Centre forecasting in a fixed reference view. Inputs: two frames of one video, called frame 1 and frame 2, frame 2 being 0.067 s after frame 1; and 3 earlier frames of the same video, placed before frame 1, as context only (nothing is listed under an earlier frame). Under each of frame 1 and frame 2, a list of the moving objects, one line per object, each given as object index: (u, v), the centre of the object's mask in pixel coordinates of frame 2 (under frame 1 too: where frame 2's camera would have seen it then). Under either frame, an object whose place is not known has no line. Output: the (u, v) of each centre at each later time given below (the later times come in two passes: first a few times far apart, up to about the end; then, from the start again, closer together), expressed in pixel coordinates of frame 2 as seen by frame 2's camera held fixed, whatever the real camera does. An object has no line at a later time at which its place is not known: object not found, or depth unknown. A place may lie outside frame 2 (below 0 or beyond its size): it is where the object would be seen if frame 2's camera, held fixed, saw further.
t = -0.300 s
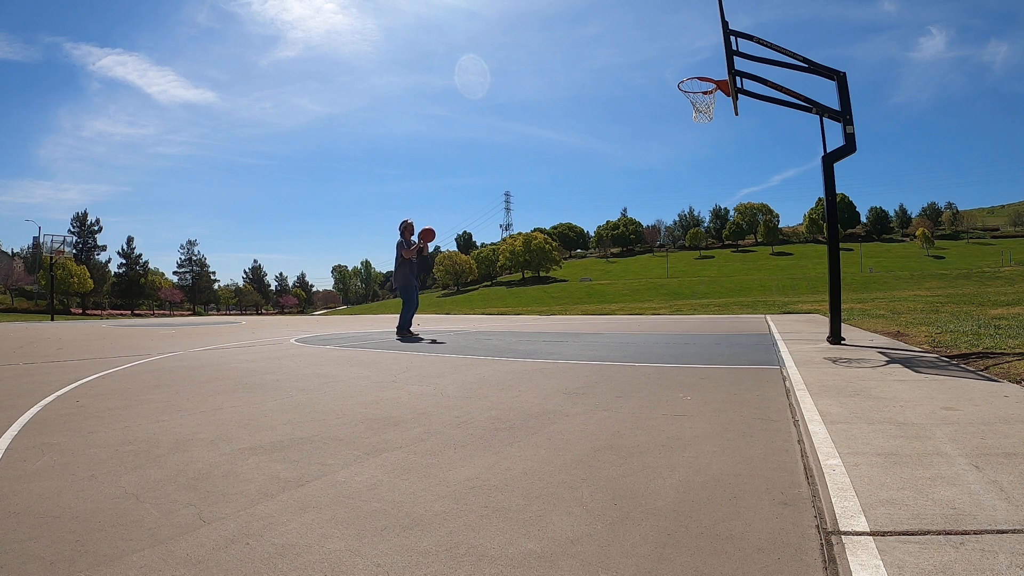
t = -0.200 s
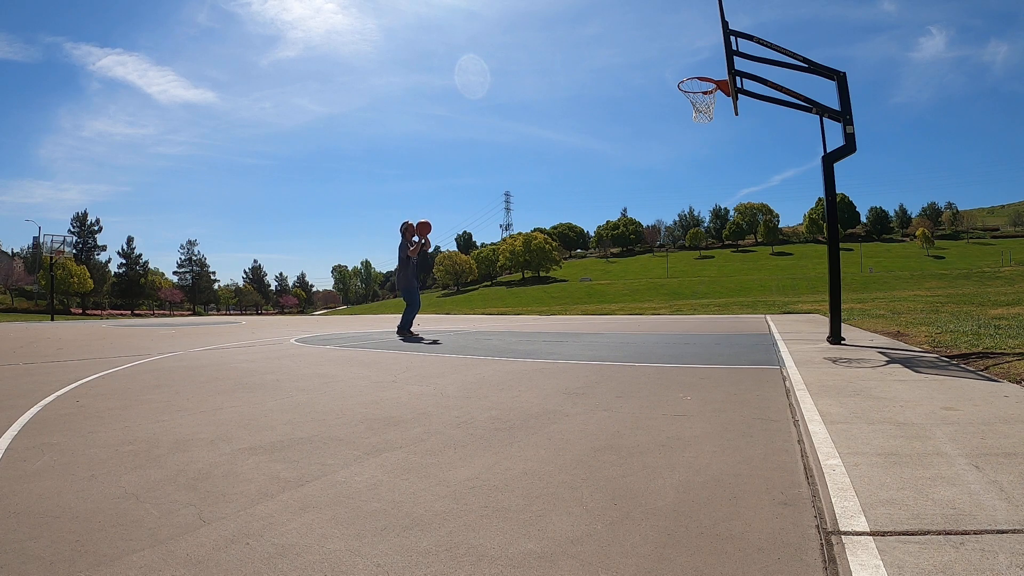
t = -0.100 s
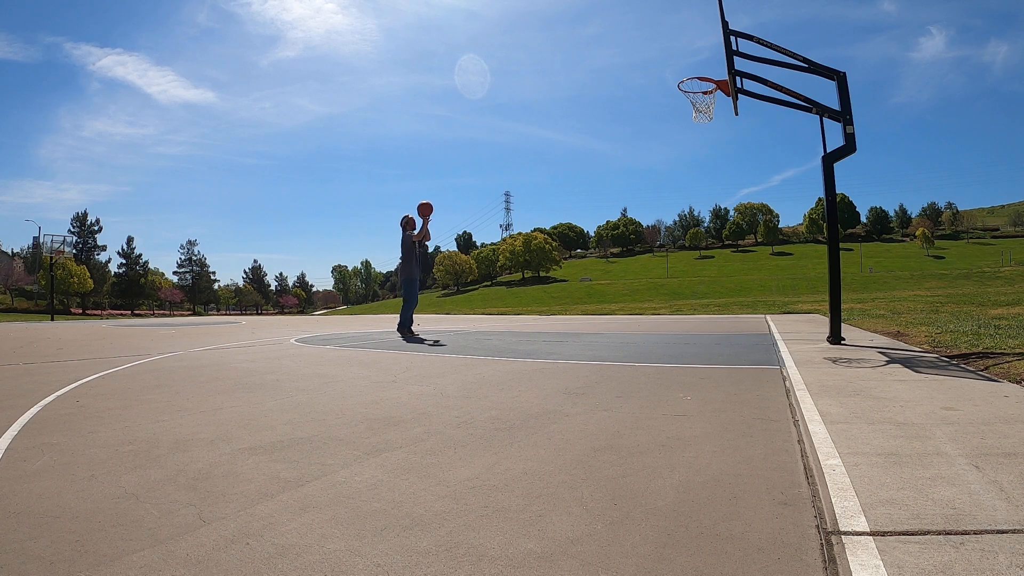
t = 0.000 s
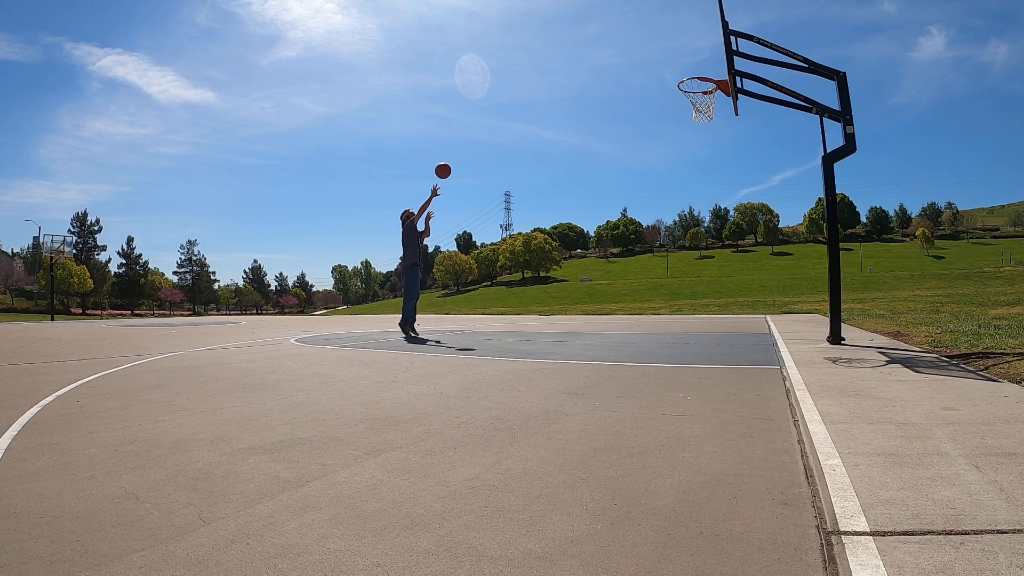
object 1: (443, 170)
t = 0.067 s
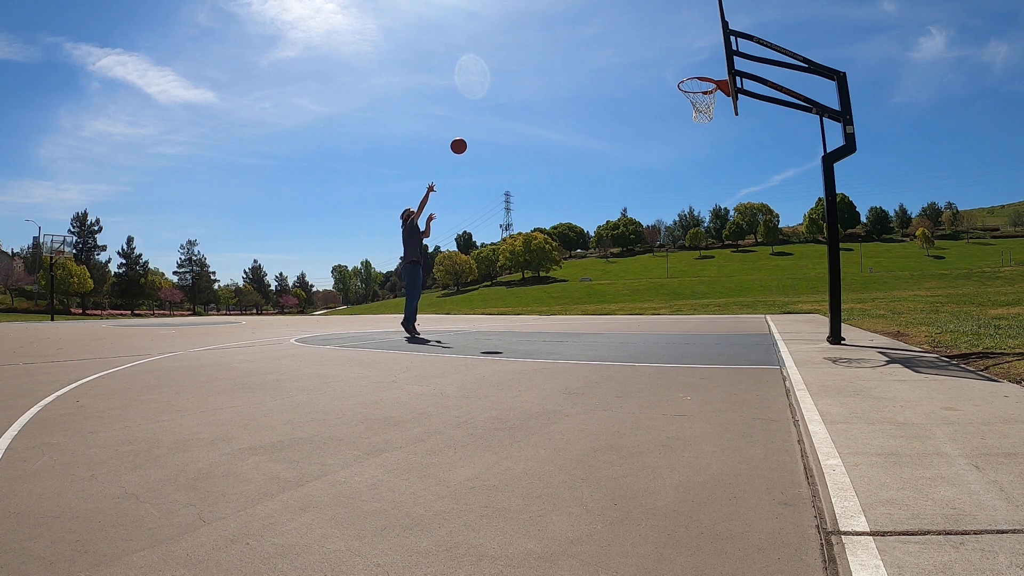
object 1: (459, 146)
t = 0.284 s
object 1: (512, 85)
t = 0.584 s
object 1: (593, 49)
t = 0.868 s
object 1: (681, 72)
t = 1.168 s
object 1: (728, 145)
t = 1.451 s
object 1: (753, 262)
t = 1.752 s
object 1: (752, 258)
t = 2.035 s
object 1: (734, 195)
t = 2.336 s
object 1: (722, 196)
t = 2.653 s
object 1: (713, 261)
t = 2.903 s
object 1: (707, 305)
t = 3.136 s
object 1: (700, 253)
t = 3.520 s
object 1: (693, 246)
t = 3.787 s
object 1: (691, 293)
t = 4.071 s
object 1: (687, 286)
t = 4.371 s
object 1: (683, 264)
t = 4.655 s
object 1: (681, 290)
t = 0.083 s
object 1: (463, 140)
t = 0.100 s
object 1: (466, 134)
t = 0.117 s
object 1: (471, 129)
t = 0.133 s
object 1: (475, 124)
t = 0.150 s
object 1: (479, 119)
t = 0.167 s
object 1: (483, 114)
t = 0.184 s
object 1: (487, 109)
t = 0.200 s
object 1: (491, 105)
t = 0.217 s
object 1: (495, 100)
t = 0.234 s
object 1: (499, 96)
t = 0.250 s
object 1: (503, 92)
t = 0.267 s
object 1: (508, 88)
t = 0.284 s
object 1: (512, 85)
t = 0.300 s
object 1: (516, 81)
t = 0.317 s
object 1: (520, 78)
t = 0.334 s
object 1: (525, 75)
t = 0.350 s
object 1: (529, 72)
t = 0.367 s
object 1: (533, 69)
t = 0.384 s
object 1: (538, 66)
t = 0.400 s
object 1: (542, 64)
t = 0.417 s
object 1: (546, 62)
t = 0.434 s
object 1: (551, 60)
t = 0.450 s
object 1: (555, 58)
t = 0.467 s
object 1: (560, 56)
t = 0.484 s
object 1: (565, 54)
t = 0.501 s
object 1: (569, 53)
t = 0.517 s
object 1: (574, 52)
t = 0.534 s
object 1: (578, 51)
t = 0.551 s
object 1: (583, 50)
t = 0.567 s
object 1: (588, 49)
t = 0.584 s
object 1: (593, 49)
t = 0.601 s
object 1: (598, 48)
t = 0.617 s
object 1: (602, 48)
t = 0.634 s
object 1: (607, 48)
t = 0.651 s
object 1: (612, 49)
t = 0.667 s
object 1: (617, 49)
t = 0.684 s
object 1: (622, 50)
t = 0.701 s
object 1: (627, 51)
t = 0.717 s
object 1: (633, 52)
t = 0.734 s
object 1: (638, 53)
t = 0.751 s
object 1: (643, 55)
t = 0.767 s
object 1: (648, 57)
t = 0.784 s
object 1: (654, 59)
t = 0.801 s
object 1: (659, 61)
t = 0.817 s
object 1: (664, 64)
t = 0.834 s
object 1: (670, 66)
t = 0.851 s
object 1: (676, 69)
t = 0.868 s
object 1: (681, 72)
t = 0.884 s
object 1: (687, 76)
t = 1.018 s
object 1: (716, 109)
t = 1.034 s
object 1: (717, 111)
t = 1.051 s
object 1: (719, 114)
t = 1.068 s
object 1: (720, 118)
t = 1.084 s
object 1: (722, 122)
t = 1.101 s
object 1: (723, 126)
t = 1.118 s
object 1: (724, 130)
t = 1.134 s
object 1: (726, 135)
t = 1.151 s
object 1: (727, 140)
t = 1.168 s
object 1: (728, 145)
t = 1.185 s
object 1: (730, 150)
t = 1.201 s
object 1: (731, 155)
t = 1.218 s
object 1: (733, 161)
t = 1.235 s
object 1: (734, 167)
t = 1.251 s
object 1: (736, 173)
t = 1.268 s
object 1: (737, 179)
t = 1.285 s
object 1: (739, 186)
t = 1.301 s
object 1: (740, 192)
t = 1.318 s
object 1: (742, 199)
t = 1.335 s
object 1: (743, 206)
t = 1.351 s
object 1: (745, 214)
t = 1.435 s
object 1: (752, 253)
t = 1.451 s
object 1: (753, 262)
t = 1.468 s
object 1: (754, 270)
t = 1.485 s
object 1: (756, 279)
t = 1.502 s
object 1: (757, 289)
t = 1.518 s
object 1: (758, 298)
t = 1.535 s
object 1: (760, 307)
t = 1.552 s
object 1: (761, 317)
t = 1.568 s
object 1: (762, 327)
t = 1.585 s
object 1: (762, 329)
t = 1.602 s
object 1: (761, 321)
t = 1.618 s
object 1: (760, 313)
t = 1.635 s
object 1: (759, 305)
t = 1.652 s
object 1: (758, 297)
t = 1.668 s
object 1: (757, 290)
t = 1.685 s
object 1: (756, 283)
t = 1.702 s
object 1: (755, 276)
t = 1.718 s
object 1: (754, 270)
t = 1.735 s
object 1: (753, 264)
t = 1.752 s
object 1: (752, 258)
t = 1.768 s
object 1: (751, 252)
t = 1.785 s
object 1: (750, 247)
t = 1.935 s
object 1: (740, 209)
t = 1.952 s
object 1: (739, 206)
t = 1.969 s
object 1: (738, 203)
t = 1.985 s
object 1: (737, 201)
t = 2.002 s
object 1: (736, 199)
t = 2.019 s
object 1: (735, 196)
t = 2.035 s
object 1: (734, 195)
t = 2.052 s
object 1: (734, 193)
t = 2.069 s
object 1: (733, 192)
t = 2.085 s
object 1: (732, 190)
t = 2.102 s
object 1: (731, 189)
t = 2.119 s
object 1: (730, 189)
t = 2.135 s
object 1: (730, 188)
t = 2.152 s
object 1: (729, 188)
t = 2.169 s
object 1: (728, 187)
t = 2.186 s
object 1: (727, 187)
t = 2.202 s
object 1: (727, 188)
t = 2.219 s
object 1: (726, 188)
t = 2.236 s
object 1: (725, 188)
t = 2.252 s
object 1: (725, 189)
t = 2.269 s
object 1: (724, 190)
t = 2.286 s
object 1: (723, 191)
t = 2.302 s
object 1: (723, 193)
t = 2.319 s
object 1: (722, 194)
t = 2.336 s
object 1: (722, 196)
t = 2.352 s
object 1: (721, 198)
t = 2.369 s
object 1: (721, 199)
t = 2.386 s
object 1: (720, 202)
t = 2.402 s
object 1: (720, 204)
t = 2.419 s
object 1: (719, 207)
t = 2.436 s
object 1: (719, 210)
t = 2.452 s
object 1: (718, 213)
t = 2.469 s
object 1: (717, 216)
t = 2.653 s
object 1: (713, 261)
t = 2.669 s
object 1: (713, 267)
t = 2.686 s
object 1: (713, 272)
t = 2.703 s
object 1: (712, 277)
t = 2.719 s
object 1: (712, 283)
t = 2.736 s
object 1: (711, 289)
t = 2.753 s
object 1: (711, 295)
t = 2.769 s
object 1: (710, 301)
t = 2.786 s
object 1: (710, 307)
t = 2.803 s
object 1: (709, 314)
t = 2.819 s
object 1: (709, 320)
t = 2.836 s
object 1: (709, 326)
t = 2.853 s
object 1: (708, 321)
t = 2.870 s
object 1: (708, 316)
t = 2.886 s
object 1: (707, 310)
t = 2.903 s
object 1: (707, 305)
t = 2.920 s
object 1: (706, 300)
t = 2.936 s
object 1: (706, 295)
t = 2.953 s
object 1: (705, 290)
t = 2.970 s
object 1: (705, 286)
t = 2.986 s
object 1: (704, 282)
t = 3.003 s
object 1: (704, 278)
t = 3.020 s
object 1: (704, 274)
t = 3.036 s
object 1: (703, 270)
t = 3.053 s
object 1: (703, 267)
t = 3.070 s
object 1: (702, 264)
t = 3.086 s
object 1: (702, 261)
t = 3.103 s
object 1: (701, 258)
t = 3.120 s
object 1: (701, 255)
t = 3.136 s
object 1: (700, 253)
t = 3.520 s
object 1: (693, 246)
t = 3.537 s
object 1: (693, 248)
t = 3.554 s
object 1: (693, 250)
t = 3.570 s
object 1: (693, 251)
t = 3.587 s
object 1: (693, 254)
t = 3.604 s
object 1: (693, 256)
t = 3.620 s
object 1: (693, 259)
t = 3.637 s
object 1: (692, 261)
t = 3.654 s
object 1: (692, 264)
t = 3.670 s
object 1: (692, 267)
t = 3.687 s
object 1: (692, 271)
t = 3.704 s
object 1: (692, 274)
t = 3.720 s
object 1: (692, 277)
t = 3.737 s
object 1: (692, 281)
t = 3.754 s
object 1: (692, 285)
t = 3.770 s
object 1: (692, 289)
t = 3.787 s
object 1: (691, 293)
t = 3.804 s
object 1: (691, 297)
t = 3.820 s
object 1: (691, 301)
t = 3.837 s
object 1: (691, 306)
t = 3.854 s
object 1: (691, 311)
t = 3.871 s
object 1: (691, 316)
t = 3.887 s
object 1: (690, 321)
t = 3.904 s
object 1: (690, 322)
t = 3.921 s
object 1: (690, 318)
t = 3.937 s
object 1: (690, 313)
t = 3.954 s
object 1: (689, 309)
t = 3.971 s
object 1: (689, 305)
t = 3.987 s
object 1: (689, 302)
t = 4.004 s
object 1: (688, 298)
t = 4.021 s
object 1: (688, 295)
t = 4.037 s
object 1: (688, 292)
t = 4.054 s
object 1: (688, 289)
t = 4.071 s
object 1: (687, 286)
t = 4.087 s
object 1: (687, 283)
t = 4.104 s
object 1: (687, 281)
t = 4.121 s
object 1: (686, 278)
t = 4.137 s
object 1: (686, 276)
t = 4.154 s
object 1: (686, 274)
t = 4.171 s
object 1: (686, 273)
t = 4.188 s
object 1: (685, 271)
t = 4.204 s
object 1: (685, 269)
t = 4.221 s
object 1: (685, 268)
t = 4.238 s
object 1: (685, 267)
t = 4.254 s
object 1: (684, 266)
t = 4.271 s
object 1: (684, 265)
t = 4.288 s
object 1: (684, 265)
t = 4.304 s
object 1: (684, 264)
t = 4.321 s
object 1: (684, 264)
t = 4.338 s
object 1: (683, 263)
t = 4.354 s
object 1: (683, 264)
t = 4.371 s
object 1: (683, 264)
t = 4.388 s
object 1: (683, 264)
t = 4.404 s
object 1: (683, 265)
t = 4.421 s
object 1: (682, 265)
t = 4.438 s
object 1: (682, 266)
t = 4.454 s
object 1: (682, 267)
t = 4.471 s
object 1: (682, 268)
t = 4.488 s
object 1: (682, 269)
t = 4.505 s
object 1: (682, 270)
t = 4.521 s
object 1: (682, 272)
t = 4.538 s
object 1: (682, 274)
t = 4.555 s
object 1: (681, 276)
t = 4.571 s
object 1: (681, 278)
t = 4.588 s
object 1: (681, 280)
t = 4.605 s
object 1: (681, 282)
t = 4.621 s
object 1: (681, 285)
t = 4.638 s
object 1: (681, 287)
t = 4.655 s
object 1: (681, 290)
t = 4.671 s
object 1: (681, 293)
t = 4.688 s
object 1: (681, 296)
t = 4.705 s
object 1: (681, 299)
